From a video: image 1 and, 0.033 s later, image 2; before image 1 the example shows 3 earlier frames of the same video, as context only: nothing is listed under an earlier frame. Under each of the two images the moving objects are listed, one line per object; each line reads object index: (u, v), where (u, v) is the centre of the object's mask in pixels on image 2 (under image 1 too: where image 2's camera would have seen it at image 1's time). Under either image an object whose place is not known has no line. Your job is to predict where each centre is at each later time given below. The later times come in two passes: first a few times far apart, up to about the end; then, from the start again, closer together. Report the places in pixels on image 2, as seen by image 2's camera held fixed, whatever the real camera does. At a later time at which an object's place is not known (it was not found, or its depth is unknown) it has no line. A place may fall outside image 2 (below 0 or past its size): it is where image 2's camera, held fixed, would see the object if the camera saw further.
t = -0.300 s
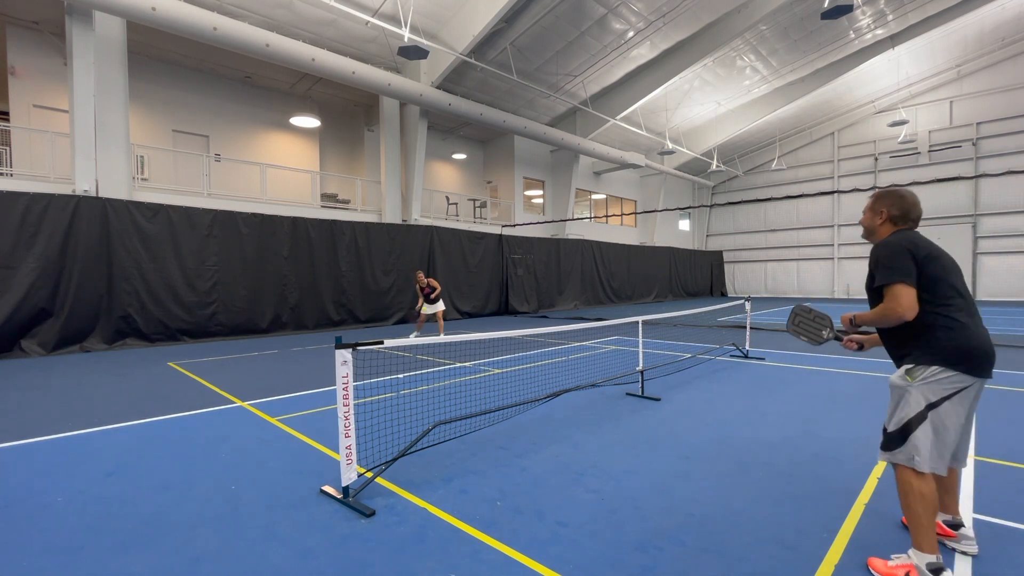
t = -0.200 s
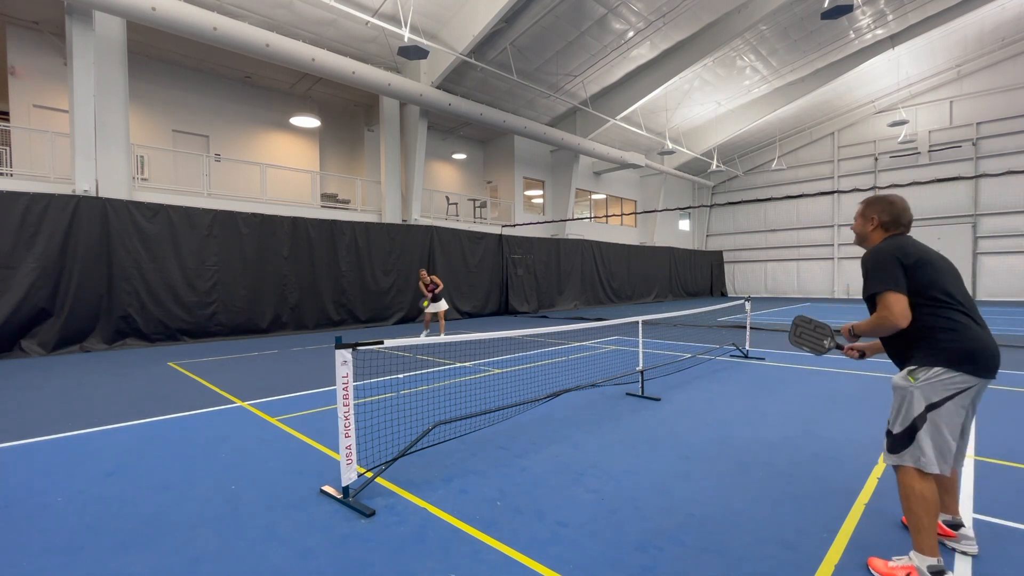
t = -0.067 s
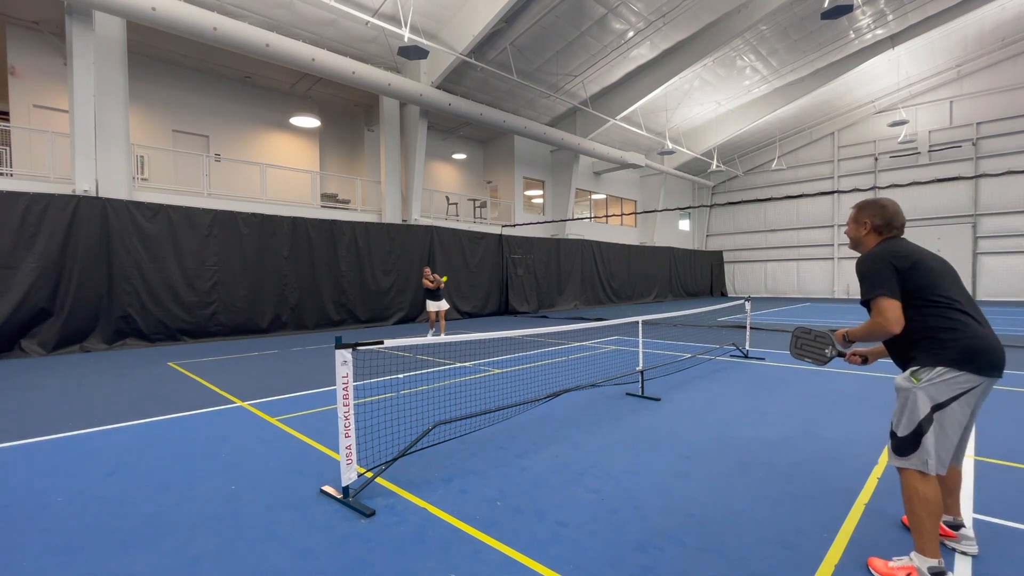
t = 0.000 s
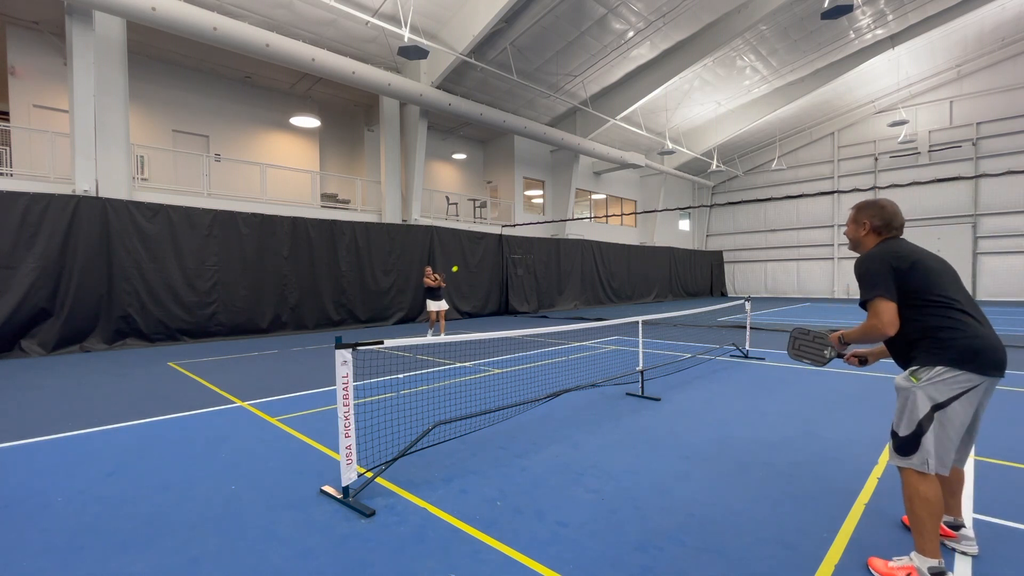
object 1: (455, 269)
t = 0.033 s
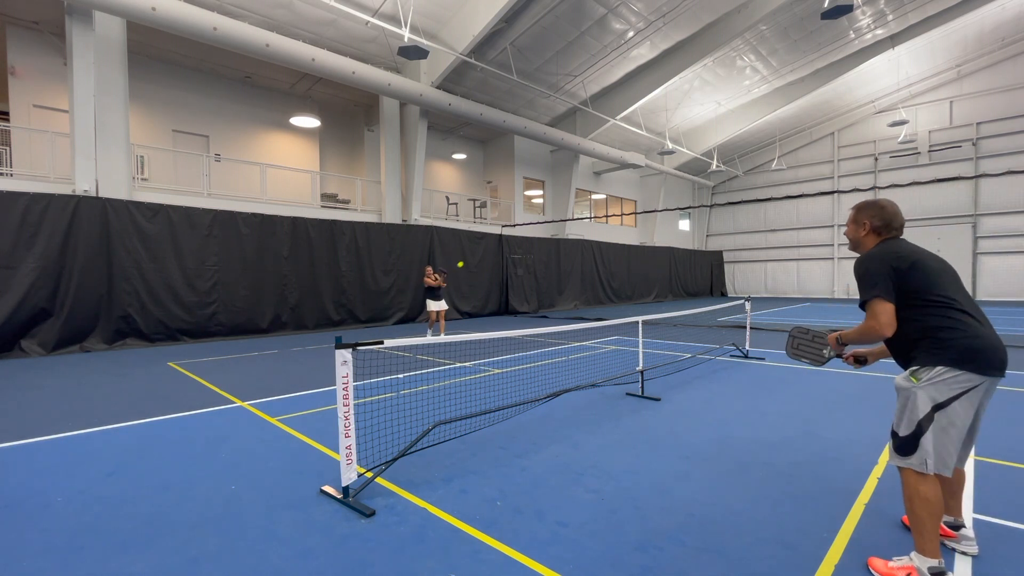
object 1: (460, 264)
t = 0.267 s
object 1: (507, 249)
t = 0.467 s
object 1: (563, 269)
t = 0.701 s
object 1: (666, 371)
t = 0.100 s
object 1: (472, 257)
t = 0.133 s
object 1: (479, 254)
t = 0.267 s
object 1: (507, 249)
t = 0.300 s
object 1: (515, 250)
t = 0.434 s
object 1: (552, 262)
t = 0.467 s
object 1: (563, 269)
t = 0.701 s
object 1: (666, 371)
